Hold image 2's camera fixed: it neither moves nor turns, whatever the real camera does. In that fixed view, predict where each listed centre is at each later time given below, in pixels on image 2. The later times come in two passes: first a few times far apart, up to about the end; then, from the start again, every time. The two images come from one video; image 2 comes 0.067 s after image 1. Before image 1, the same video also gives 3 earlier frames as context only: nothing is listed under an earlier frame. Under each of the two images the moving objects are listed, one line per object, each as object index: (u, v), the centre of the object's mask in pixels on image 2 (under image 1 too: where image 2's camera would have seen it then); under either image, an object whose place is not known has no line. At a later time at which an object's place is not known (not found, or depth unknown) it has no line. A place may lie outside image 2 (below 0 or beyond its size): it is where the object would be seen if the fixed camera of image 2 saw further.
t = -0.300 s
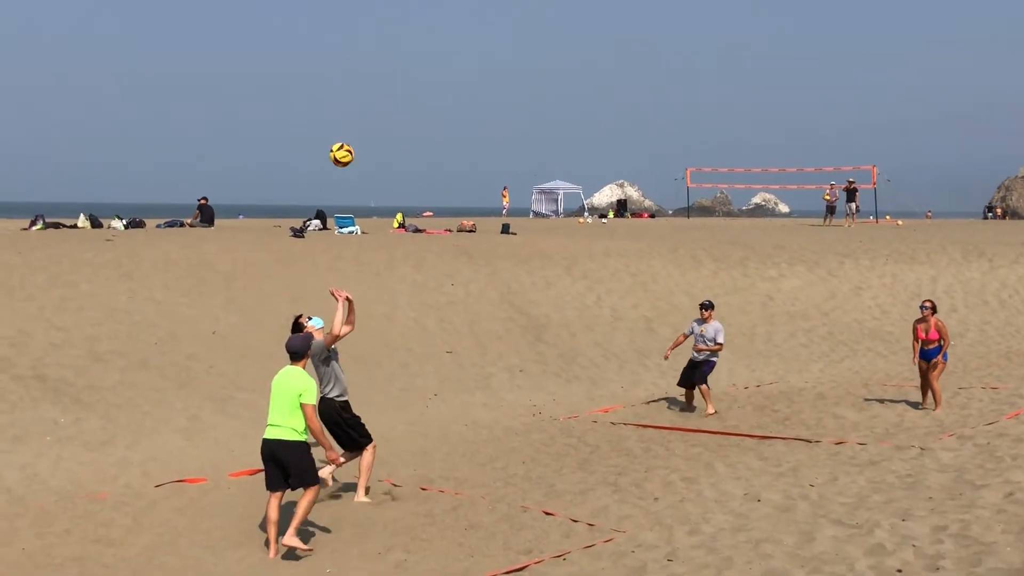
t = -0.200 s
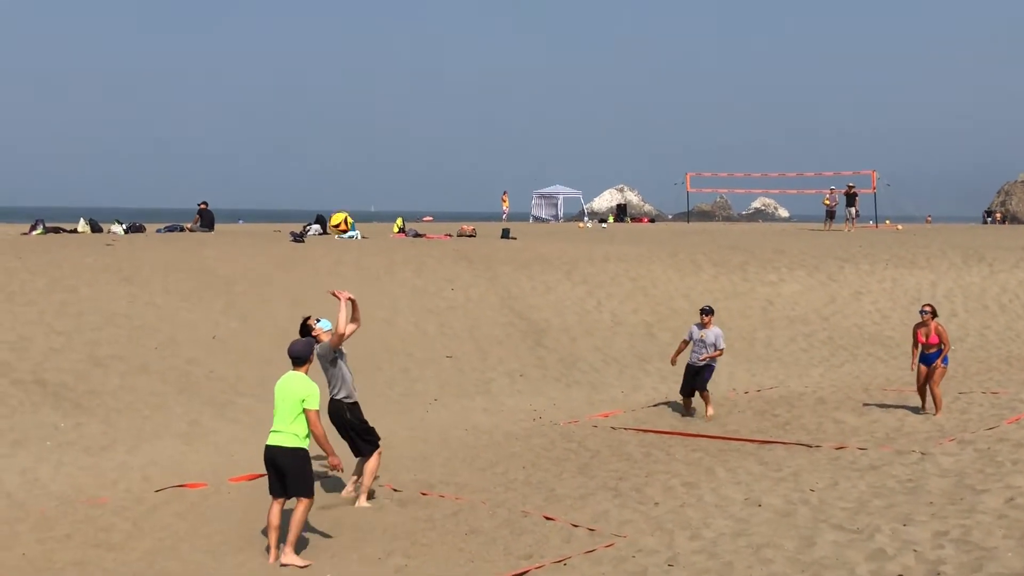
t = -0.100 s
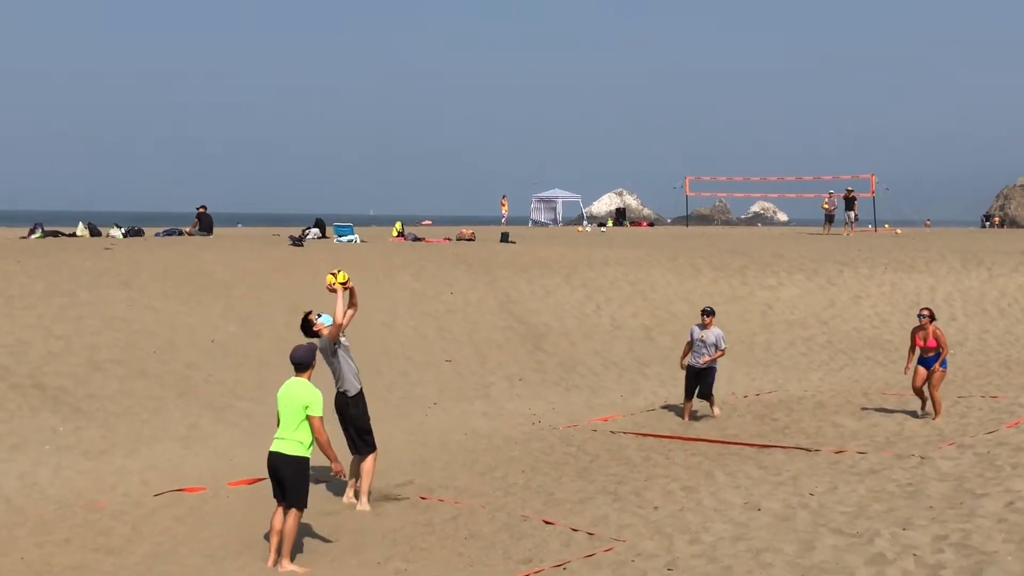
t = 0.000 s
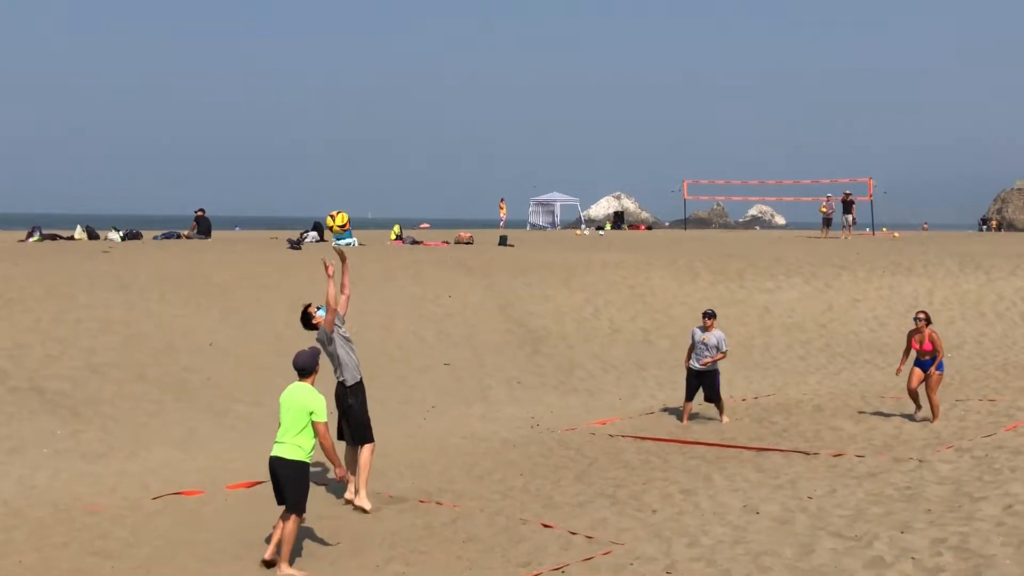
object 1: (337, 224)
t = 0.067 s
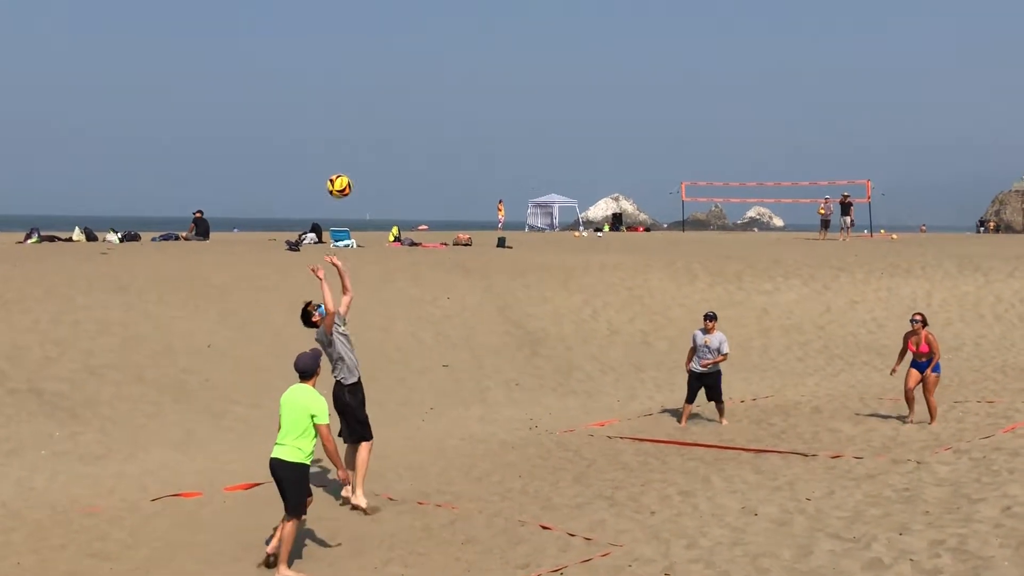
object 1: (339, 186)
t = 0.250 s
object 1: (348, 106)
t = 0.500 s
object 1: (362, 56)
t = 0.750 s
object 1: (379, 78)
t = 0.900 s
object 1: (389, 127)
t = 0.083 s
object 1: (340, 177)
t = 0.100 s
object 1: (340, 169)
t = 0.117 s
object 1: (341, 161)
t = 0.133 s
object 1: (342, 153)
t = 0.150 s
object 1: (342, 145)
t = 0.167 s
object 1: (343, 138)
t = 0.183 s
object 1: (344, 131)
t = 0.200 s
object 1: (345, 124)
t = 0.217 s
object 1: (346, 118)
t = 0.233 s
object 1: (346, 112)
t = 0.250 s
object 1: (348, 106)
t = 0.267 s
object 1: (349, 100)
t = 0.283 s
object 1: (350, 95)
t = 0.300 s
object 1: (351, 90)
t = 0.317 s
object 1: (351, 86)
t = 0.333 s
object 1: (352, 81)
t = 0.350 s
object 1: (353, 78)
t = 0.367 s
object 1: (354, 74)
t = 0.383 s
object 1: (355, 71)
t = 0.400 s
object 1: (356, 68)
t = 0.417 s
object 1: (357, 65)
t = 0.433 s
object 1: (358, 62)
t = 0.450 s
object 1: (359, 60)
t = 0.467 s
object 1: (360, 59)
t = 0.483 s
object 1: (361, 57)
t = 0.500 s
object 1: (362, 56)
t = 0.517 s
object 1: (363, 55)
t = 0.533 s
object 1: (364, 55)
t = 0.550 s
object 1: (366, 55)
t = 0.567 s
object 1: (366, 55)
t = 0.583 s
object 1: (367, 55)
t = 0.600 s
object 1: (368, 56)
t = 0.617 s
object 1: (370, 57)
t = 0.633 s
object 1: (371, 59)
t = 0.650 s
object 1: (372, 61)
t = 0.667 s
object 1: (373, 63)
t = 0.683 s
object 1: (374, 65)
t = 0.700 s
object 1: (375, 68)
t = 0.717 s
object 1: (377, 71)
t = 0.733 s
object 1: (378, 74)
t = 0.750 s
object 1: (379, 78)
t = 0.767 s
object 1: (380, 82)
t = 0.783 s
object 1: (381, 86)
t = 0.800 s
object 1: (382, 91)
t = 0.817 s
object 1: (383, 96)
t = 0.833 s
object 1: (384, 102)
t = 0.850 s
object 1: (385, 108)
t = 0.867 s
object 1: (387, 114)
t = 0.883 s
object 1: (388, 120)
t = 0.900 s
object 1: (389, 127)
